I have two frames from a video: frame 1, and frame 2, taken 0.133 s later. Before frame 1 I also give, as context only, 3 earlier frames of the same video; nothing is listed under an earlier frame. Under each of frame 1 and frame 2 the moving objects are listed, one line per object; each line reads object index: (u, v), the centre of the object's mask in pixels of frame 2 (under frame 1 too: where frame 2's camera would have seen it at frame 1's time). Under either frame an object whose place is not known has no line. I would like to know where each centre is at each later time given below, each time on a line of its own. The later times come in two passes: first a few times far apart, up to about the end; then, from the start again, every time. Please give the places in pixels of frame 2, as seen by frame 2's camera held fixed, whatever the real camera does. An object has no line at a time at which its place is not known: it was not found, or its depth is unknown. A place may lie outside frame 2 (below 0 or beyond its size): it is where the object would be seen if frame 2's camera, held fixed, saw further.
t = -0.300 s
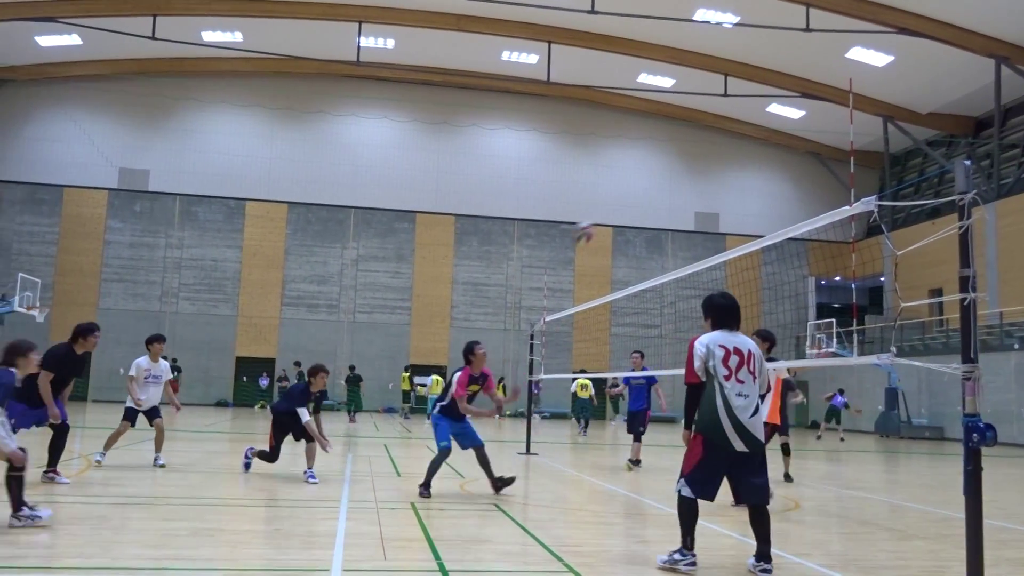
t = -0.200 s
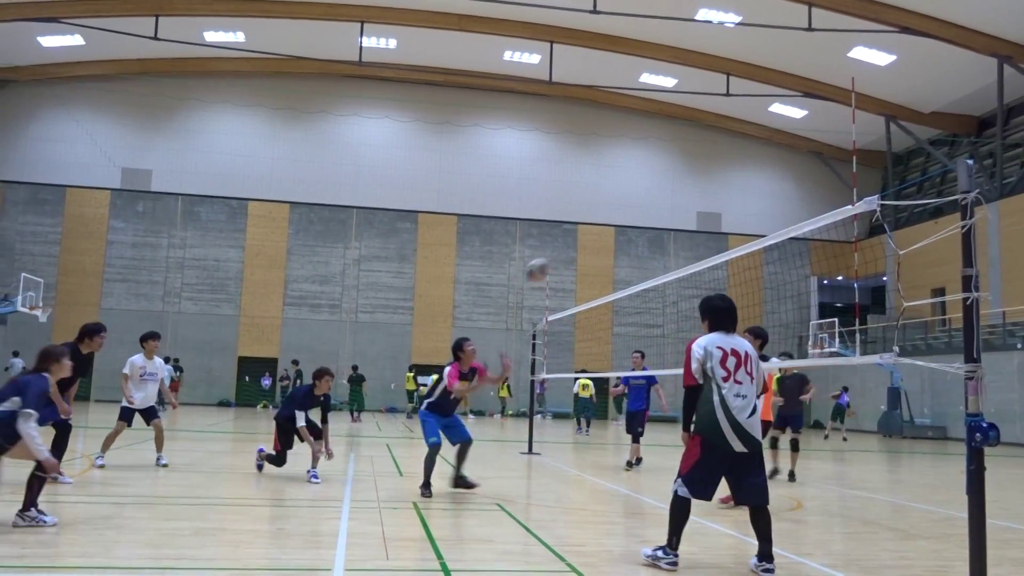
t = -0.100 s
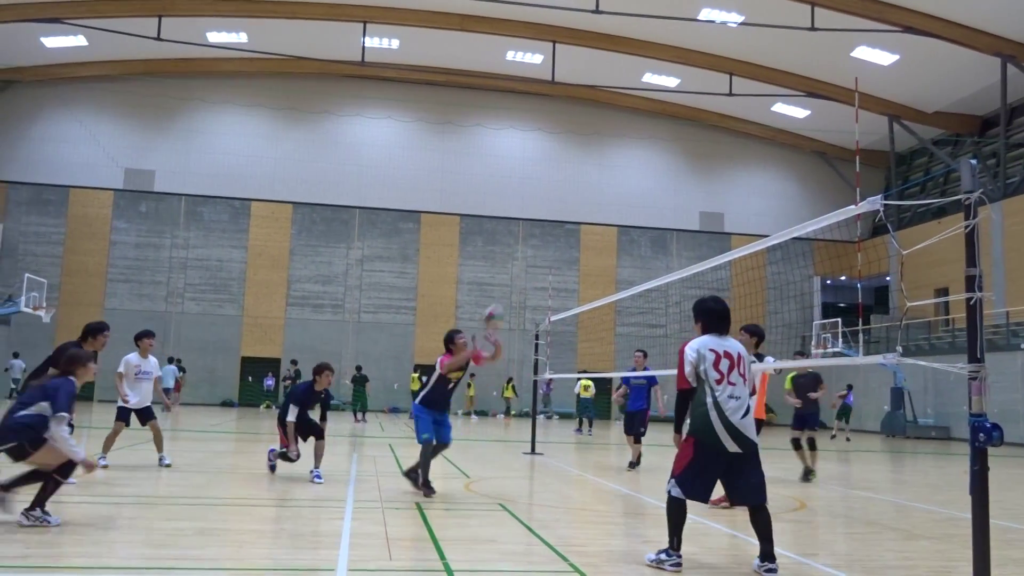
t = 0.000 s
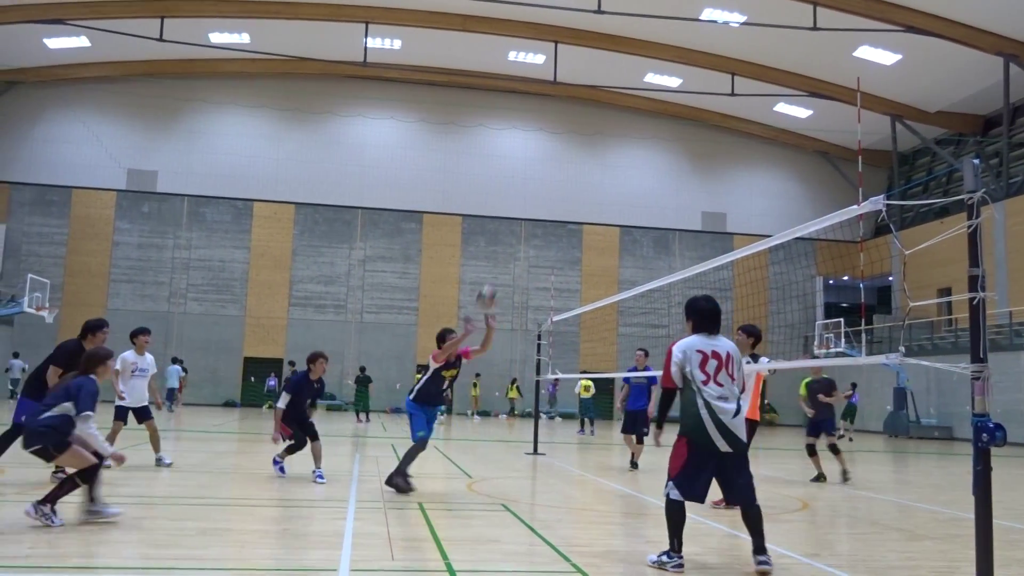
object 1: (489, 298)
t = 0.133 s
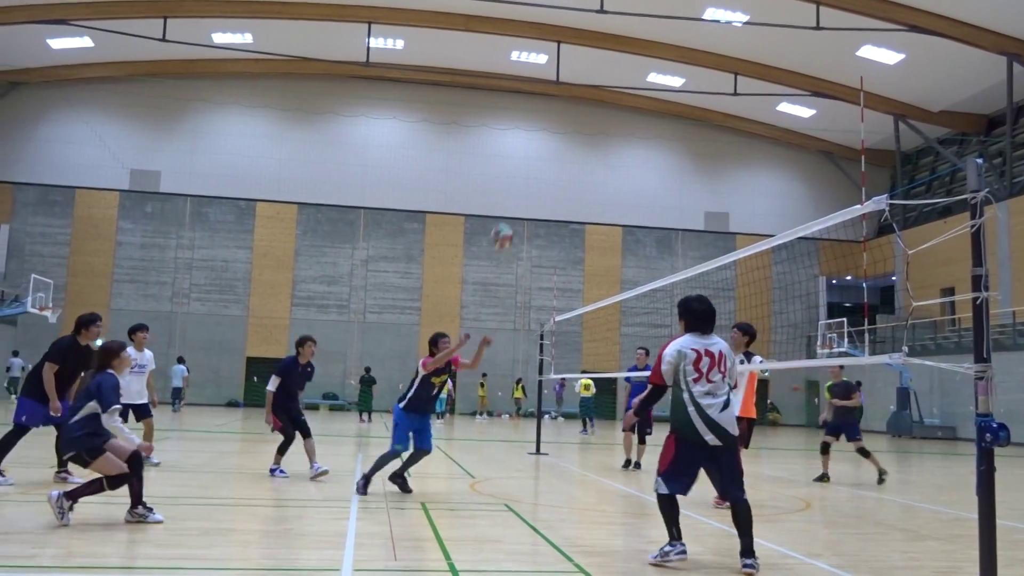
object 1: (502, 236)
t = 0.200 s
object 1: (508, 213)
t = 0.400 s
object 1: (525, 167)
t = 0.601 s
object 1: (541, 161)
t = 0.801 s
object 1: (557, 203)
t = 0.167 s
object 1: (506, 224)
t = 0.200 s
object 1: (508, 213)
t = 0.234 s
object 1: (511, 204)
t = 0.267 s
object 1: (514, 195)
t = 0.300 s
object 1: (516, 186)
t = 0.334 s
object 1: (519, 178)
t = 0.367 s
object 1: (522, 172)
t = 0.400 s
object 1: (525, 167)
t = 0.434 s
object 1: (528, 163)
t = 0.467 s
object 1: (530, 160)
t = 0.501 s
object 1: (533, 158)
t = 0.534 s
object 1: (536, 158)
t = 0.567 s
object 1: (538, 159)
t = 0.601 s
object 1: (541, 161)
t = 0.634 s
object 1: (544, 165)
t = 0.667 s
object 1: (547, 171)
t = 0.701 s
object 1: (549, 177)
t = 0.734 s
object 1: (551, 184)
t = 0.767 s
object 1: (553, 193)
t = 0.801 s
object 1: (557, 203)
